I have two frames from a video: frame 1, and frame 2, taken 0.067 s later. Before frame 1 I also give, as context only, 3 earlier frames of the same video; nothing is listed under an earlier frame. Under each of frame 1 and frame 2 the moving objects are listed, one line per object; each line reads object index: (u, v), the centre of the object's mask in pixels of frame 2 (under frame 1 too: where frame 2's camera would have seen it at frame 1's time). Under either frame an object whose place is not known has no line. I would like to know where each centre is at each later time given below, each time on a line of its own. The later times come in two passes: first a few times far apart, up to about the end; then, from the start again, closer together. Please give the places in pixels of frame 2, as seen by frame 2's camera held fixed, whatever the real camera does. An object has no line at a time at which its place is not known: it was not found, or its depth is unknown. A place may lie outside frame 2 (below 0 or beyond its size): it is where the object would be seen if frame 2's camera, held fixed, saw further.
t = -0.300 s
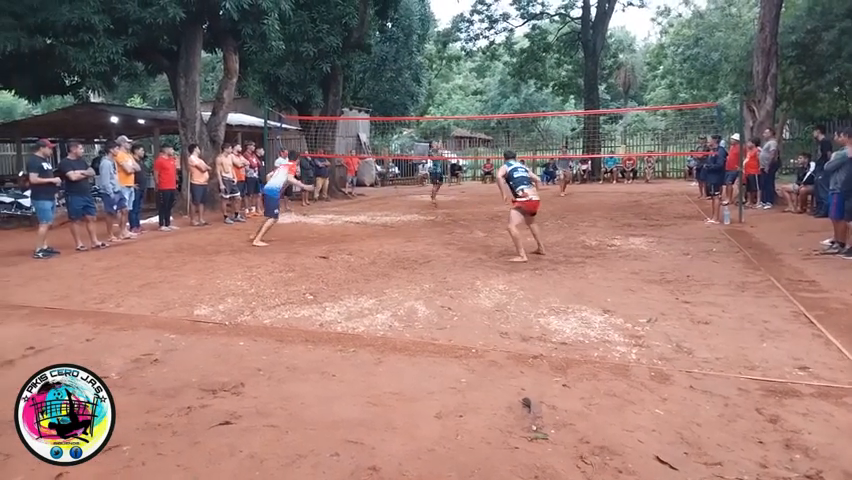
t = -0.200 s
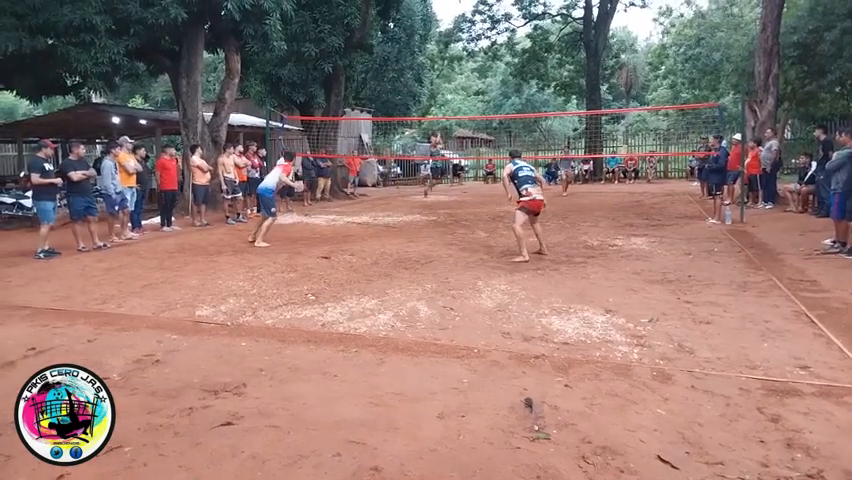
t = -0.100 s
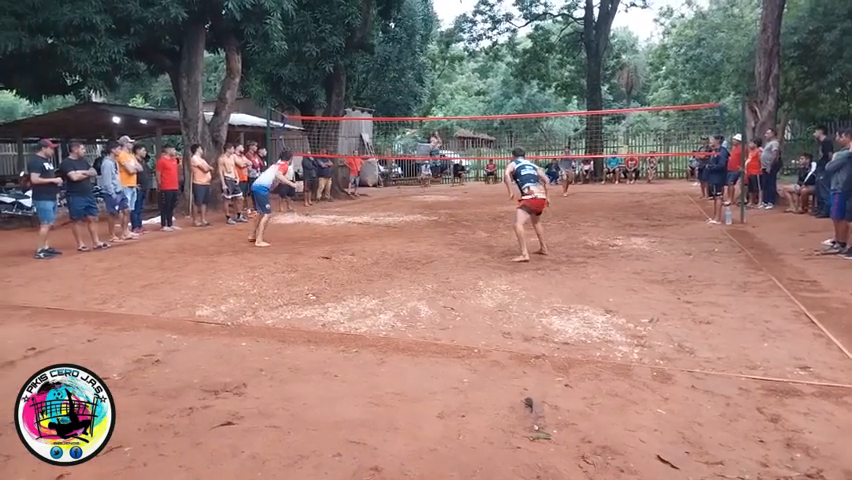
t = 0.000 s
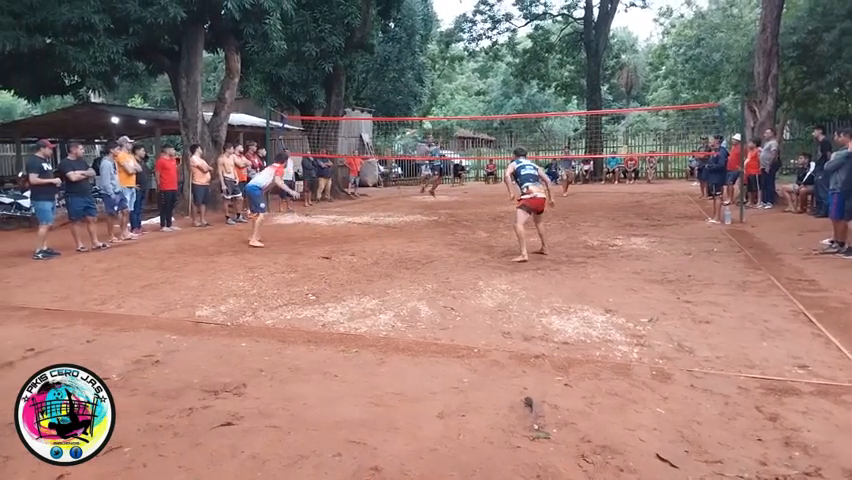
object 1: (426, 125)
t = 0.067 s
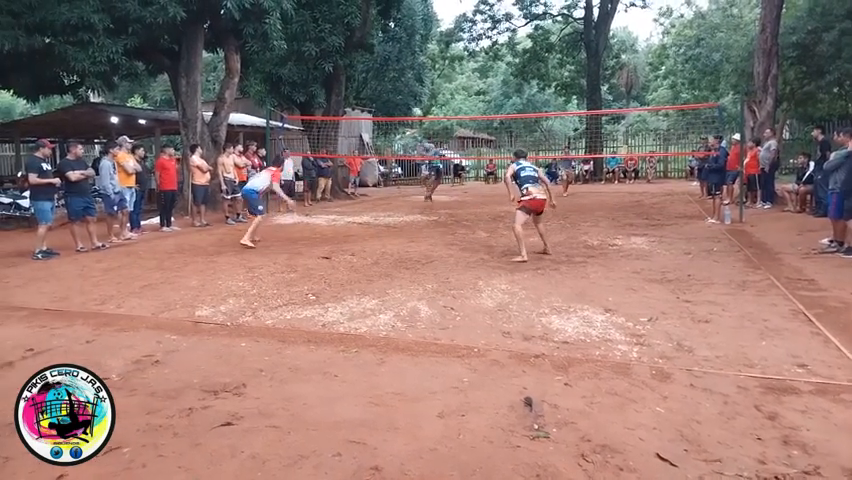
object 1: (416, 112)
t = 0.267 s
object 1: (382, 80)
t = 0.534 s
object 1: (317, 59)
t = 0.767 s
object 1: (240, 69)
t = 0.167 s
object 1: (401, 95)
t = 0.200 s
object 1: (394, 90)
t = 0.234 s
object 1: (389, 84)
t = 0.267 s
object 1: (382, 80)
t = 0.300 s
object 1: (375, 76)
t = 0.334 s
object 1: (367, 72)
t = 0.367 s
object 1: (360, 69)
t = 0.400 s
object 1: (352, 66)
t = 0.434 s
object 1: (343, 63)
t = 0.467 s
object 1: (334, 61)
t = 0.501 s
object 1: (326, 60)
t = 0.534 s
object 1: (317, 59)
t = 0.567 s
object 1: (307, 58)
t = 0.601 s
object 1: (297, 58)
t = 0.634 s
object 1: (287, 59)
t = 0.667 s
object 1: (276, 60)
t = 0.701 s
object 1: (265, 63)
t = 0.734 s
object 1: (253, 65)
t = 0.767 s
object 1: (240, 69)
